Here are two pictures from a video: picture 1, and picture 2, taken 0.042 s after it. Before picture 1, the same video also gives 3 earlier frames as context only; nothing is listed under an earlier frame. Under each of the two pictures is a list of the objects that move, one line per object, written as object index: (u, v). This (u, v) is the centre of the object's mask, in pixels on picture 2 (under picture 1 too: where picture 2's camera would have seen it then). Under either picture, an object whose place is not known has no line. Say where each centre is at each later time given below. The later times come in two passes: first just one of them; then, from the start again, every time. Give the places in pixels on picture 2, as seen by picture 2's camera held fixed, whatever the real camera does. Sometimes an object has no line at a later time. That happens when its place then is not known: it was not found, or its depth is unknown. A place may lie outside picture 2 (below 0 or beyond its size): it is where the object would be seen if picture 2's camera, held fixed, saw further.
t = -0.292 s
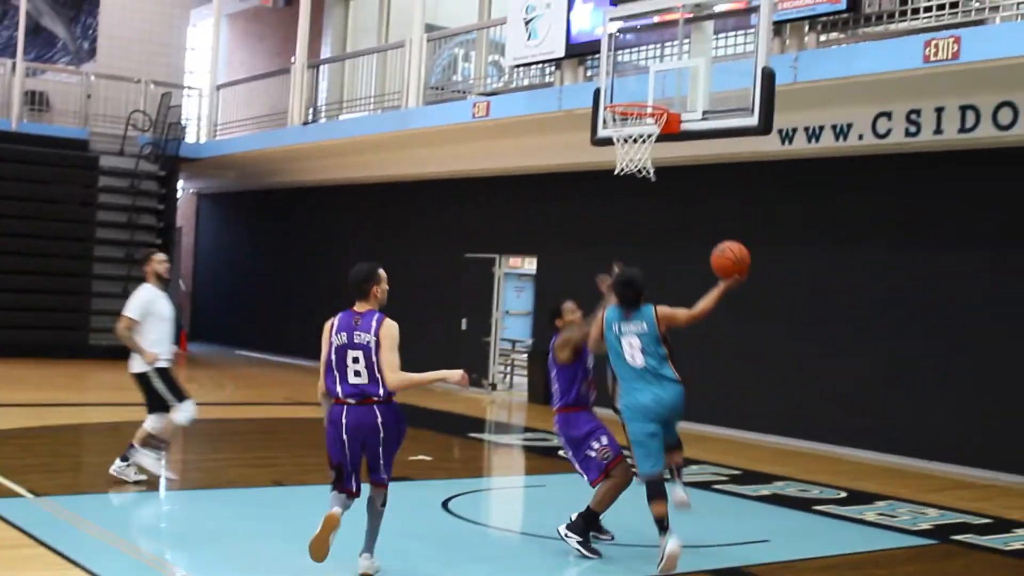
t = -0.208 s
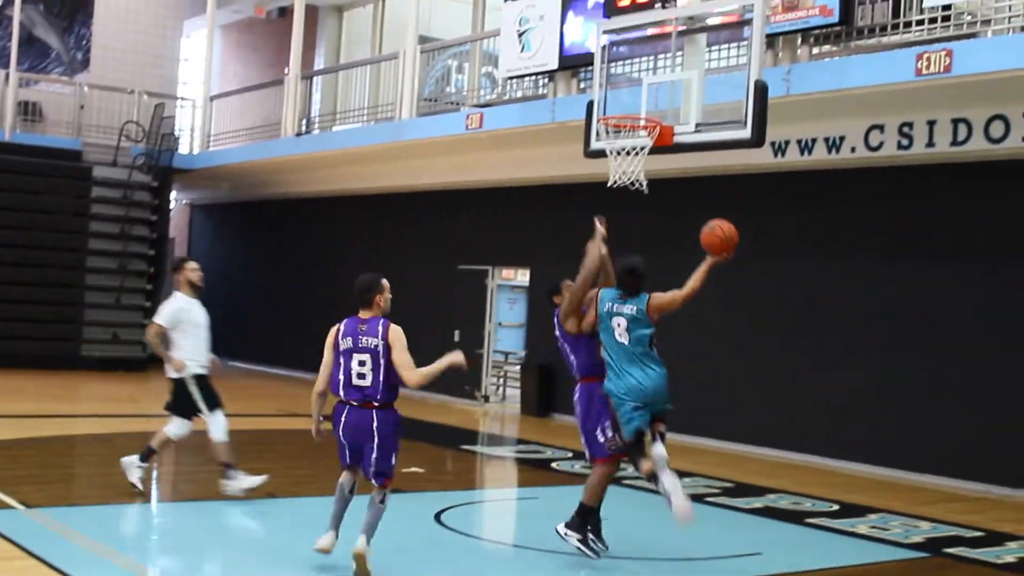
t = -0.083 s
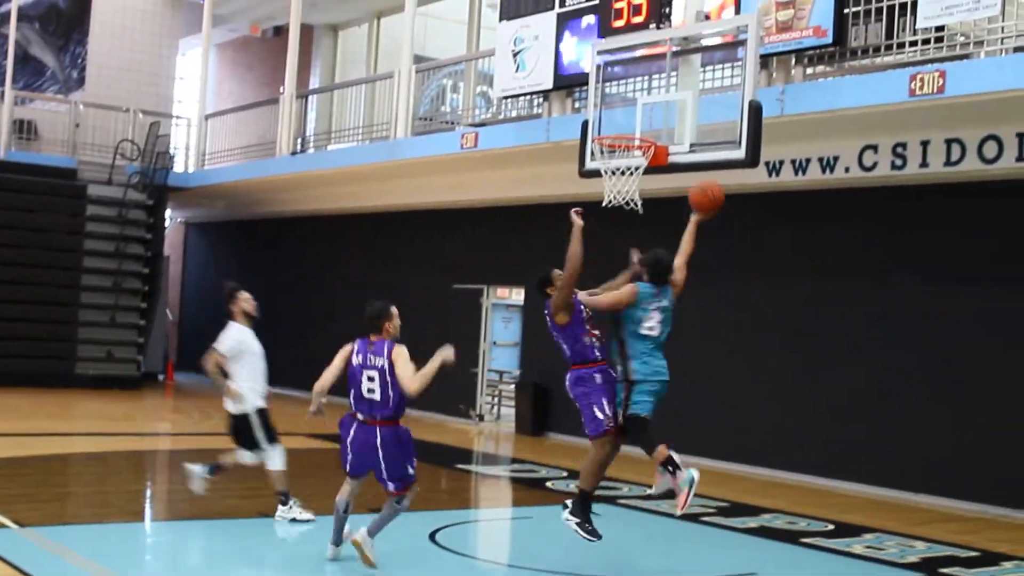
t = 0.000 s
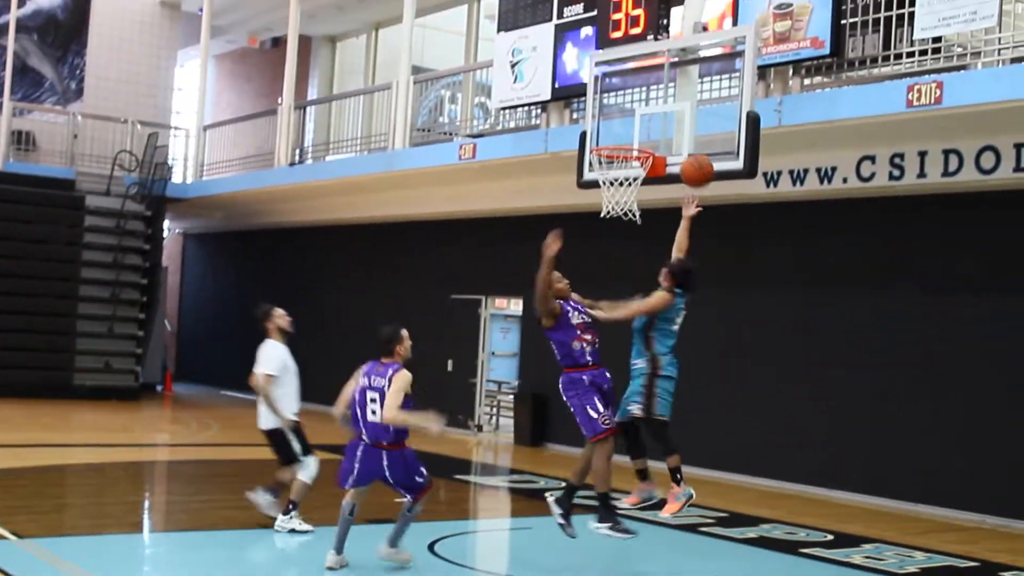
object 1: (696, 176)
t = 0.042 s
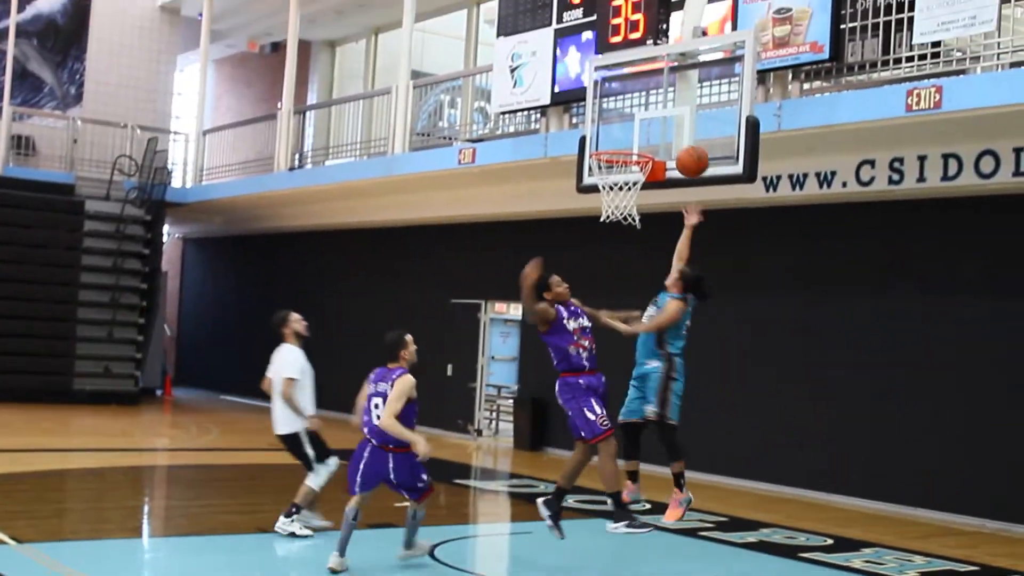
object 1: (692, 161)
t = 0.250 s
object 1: (659, 130)
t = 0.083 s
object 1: (689, 150)
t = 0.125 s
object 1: (684, 142)
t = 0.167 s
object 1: (681, 136)
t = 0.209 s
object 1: (671, 132)
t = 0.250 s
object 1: (659, 130)
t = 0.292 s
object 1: (646, 129)
